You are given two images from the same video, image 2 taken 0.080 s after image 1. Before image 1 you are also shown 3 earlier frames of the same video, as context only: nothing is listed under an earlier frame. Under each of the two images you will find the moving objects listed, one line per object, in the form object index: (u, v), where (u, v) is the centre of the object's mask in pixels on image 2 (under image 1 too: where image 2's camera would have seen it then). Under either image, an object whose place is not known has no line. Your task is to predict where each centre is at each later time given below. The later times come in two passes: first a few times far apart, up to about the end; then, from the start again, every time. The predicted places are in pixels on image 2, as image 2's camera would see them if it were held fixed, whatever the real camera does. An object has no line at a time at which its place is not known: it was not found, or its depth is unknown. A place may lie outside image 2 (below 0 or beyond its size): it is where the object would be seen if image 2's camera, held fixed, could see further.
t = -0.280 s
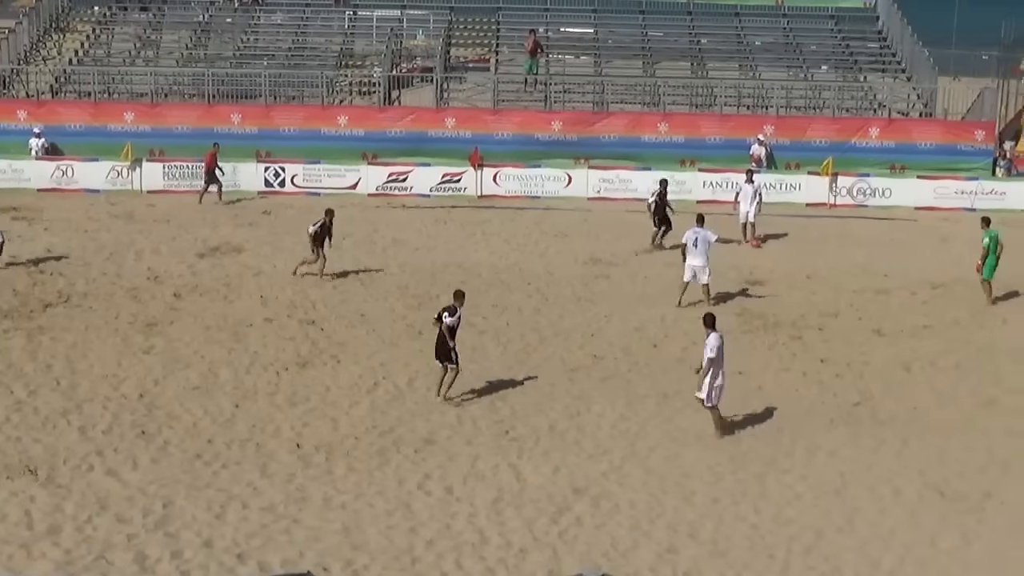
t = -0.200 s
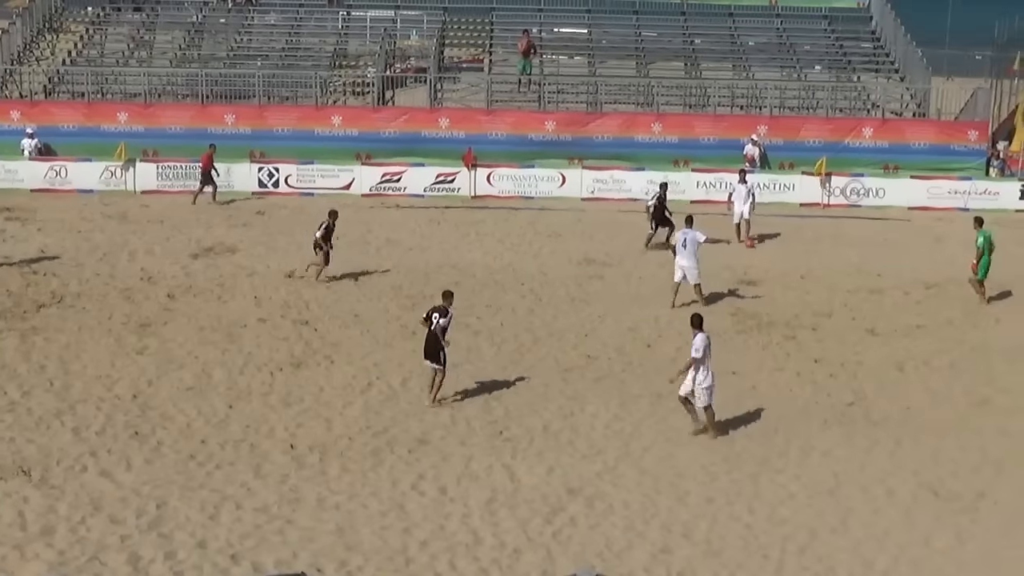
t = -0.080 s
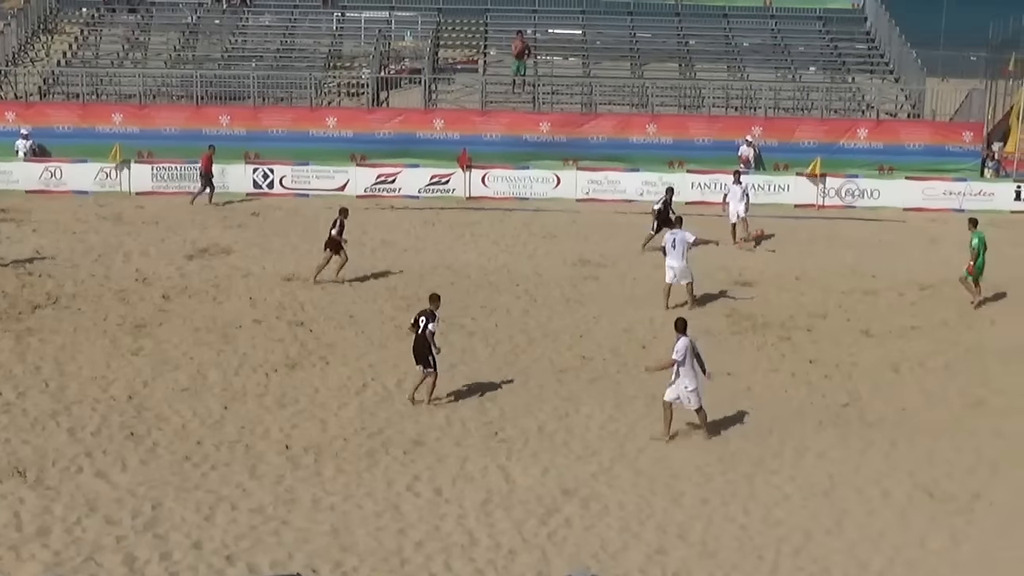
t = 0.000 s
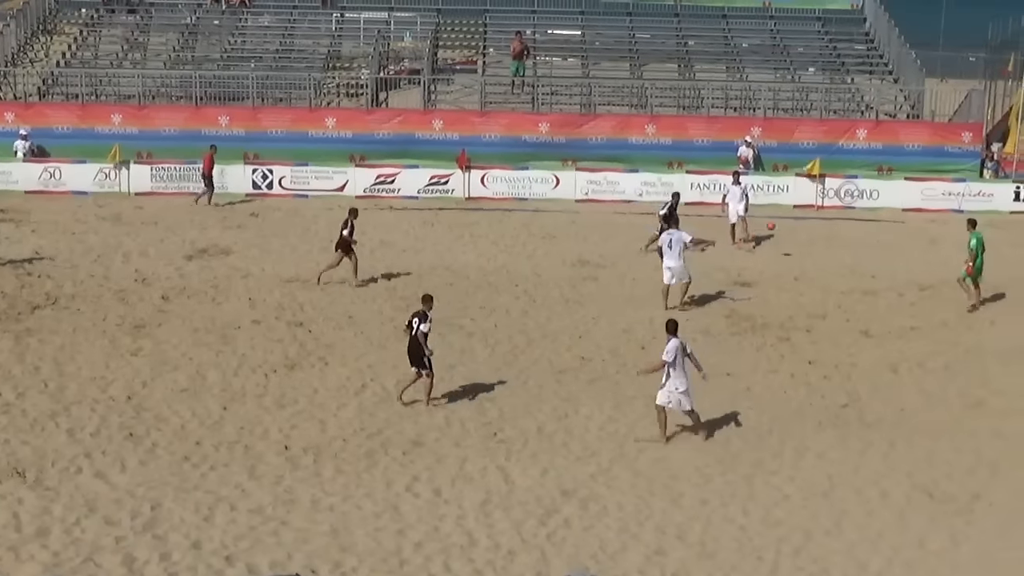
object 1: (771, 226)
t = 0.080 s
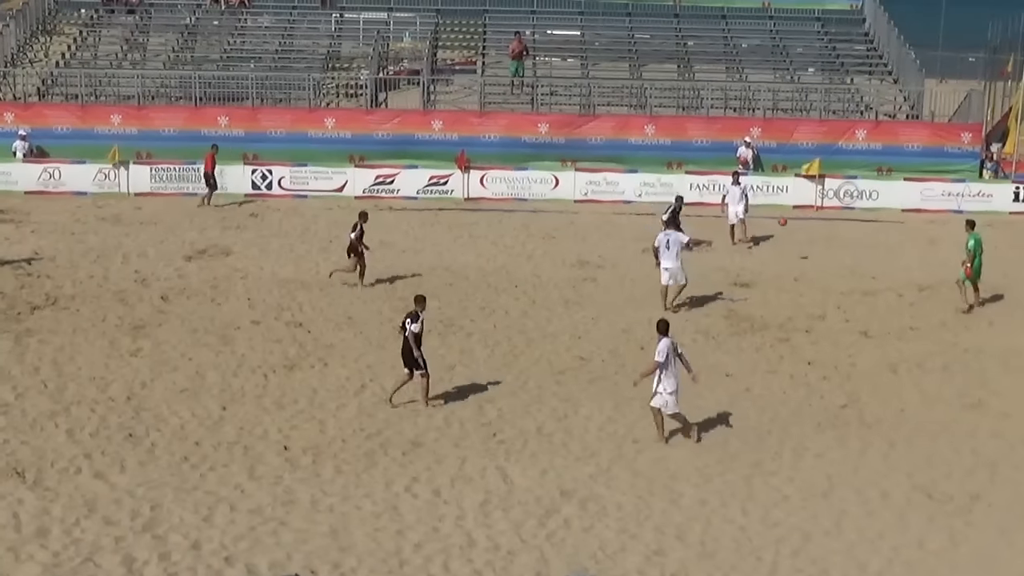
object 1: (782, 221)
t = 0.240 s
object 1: (807, 219)
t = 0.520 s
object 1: (852, 243)
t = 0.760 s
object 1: (890, 295)
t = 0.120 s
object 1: (788, 221)
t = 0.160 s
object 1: (794, 219)
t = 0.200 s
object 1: (800, 218)
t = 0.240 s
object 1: (807, 219)
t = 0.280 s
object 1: (813, 221)
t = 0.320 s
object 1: (819, 222)
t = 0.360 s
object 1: (826, 226)
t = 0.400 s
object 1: (832, 230)
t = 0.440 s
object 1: (839, 233)
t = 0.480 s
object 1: (845, 237)
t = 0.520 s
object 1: (852, 243)
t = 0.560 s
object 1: (857, 249)
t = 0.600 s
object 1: (864, 258)
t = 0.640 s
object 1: (870, 265)
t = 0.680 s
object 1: (877, 274)
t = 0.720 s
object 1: (884, 284)
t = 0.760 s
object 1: (890, 295)
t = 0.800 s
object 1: (897, 302)
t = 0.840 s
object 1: (903, 303)
